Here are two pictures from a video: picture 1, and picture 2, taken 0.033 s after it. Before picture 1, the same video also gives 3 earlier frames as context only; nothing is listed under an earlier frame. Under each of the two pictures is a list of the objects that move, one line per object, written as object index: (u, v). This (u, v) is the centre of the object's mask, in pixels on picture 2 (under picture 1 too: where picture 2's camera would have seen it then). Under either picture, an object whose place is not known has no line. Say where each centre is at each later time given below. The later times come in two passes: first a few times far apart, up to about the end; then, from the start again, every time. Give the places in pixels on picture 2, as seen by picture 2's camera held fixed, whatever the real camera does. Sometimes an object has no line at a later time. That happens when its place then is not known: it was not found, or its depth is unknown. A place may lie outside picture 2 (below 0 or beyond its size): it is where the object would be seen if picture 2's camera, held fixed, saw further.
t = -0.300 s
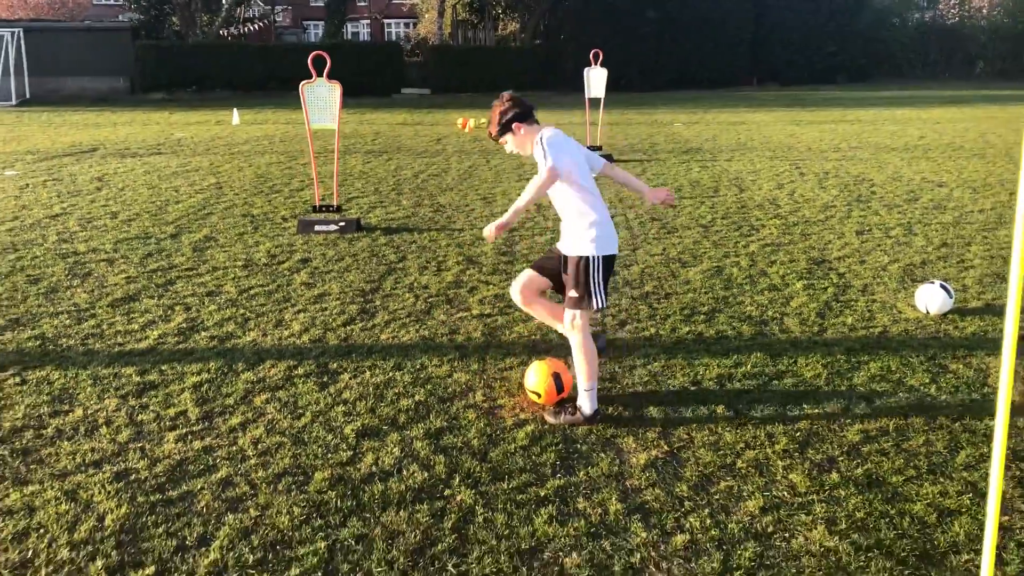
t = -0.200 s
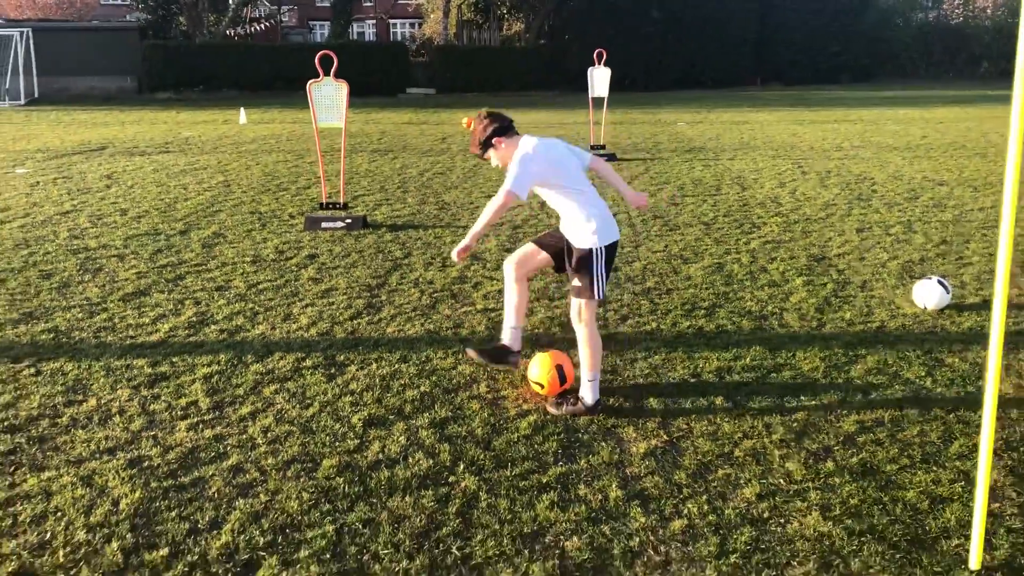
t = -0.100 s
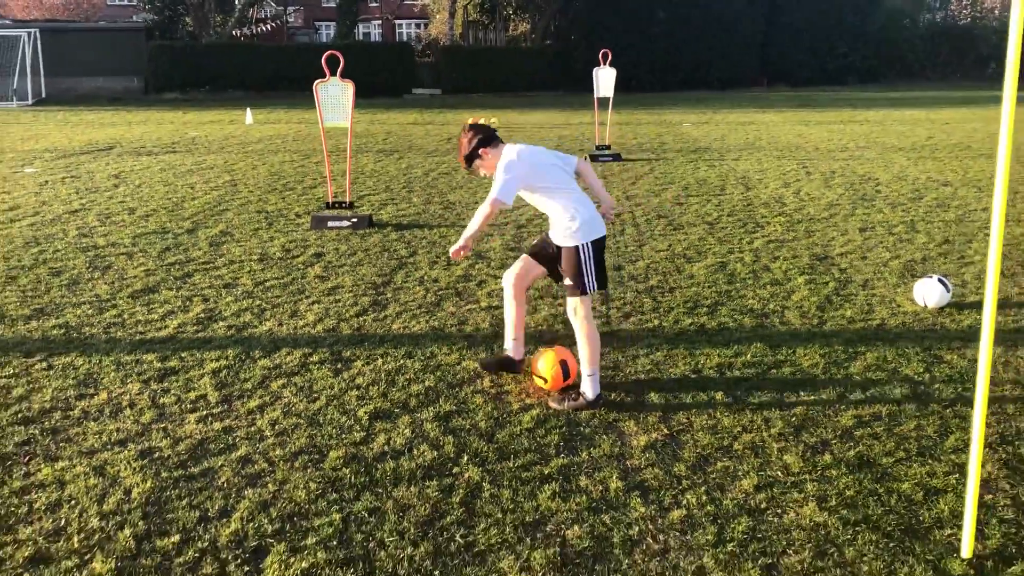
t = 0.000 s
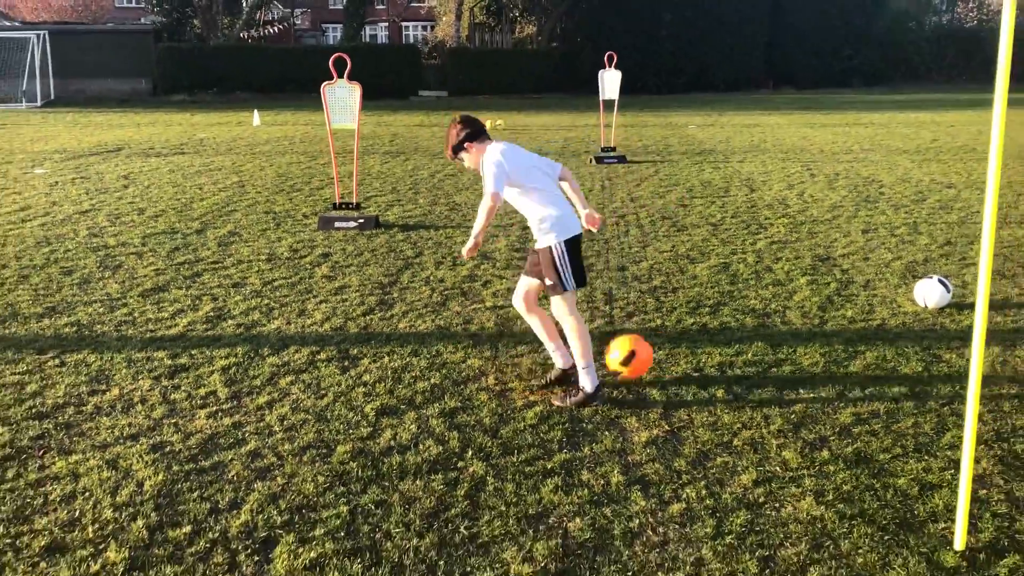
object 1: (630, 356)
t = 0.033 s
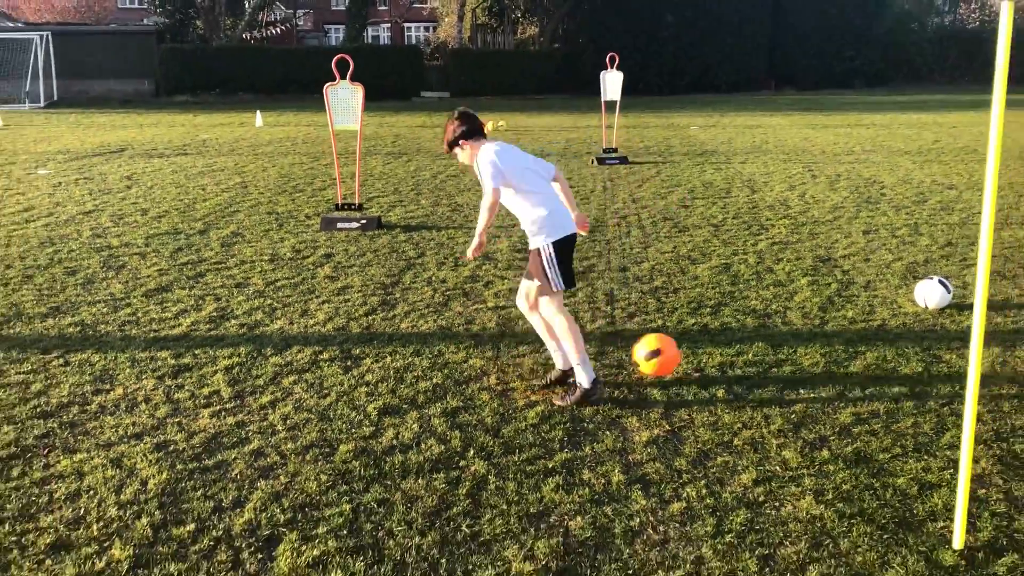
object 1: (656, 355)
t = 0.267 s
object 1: (801, 356)
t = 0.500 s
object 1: (916, 352)
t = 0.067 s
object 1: (682, 356)
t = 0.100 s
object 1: (707, 359)
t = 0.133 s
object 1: (730, 360)
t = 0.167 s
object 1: (748, 356)
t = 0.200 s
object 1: (766, 353)
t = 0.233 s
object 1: (784, 353)
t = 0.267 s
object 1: (801, 356)
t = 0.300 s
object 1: (818, 359)
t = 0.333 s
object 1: (835, 354)
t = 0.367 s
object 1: (851, 350)
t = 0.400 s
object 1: (867, 348)
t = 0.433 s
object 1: (884, 349)
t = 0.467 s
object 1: (900, 353)
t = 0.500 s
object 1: (916, 352)
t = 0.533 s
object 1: (931, 348)
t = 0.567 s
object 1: (943, 345)
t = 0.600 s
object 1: (958, 346)
